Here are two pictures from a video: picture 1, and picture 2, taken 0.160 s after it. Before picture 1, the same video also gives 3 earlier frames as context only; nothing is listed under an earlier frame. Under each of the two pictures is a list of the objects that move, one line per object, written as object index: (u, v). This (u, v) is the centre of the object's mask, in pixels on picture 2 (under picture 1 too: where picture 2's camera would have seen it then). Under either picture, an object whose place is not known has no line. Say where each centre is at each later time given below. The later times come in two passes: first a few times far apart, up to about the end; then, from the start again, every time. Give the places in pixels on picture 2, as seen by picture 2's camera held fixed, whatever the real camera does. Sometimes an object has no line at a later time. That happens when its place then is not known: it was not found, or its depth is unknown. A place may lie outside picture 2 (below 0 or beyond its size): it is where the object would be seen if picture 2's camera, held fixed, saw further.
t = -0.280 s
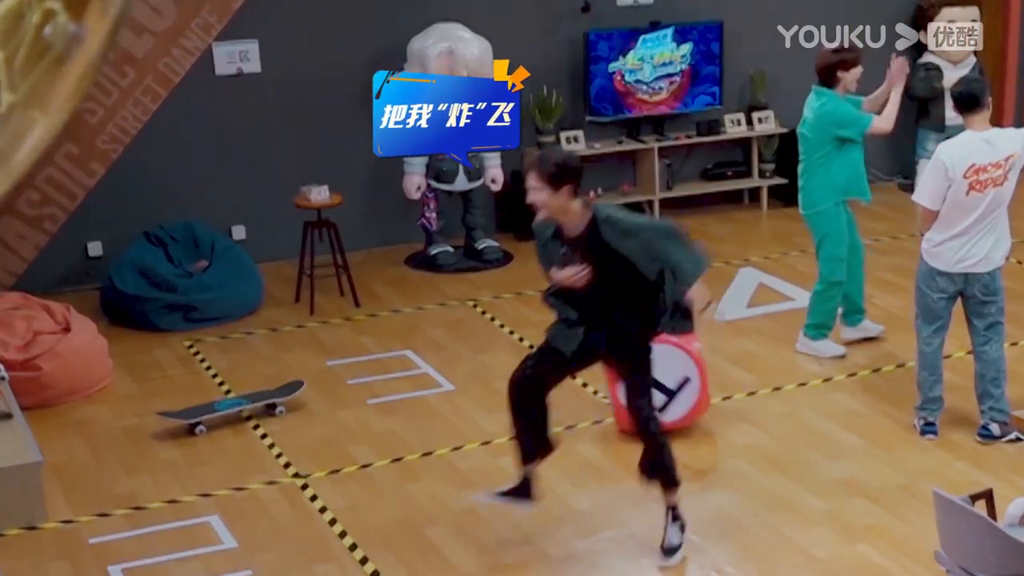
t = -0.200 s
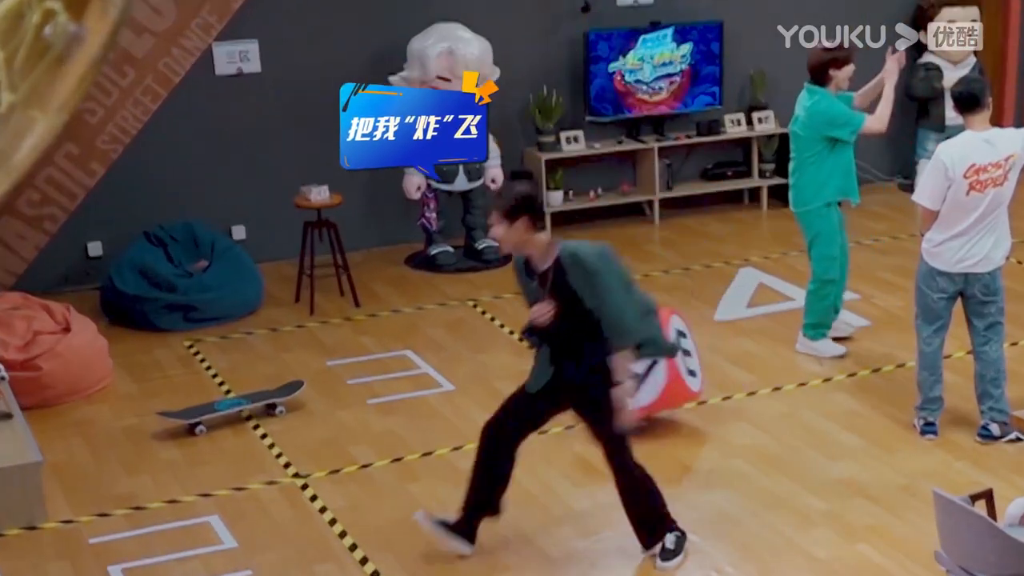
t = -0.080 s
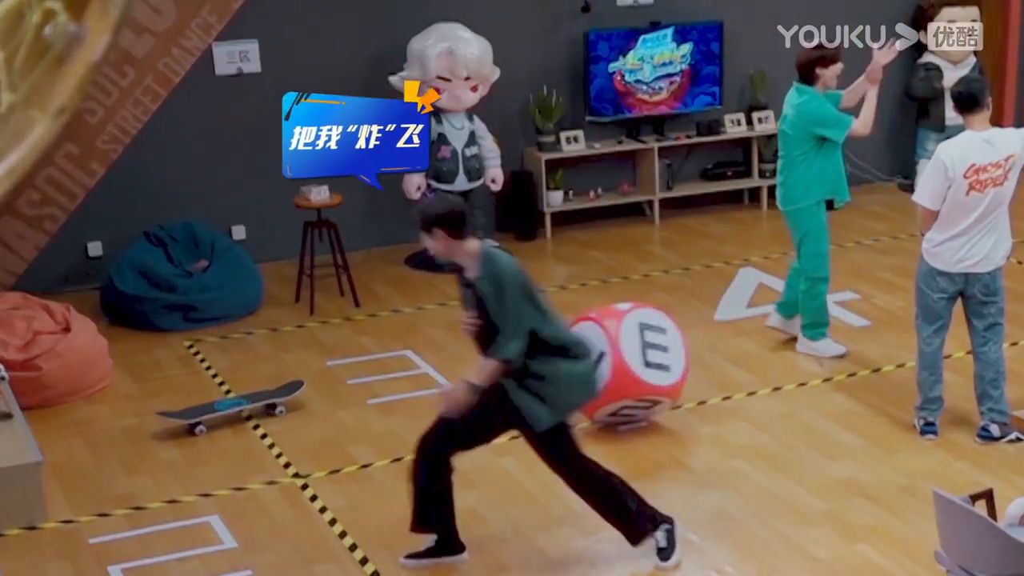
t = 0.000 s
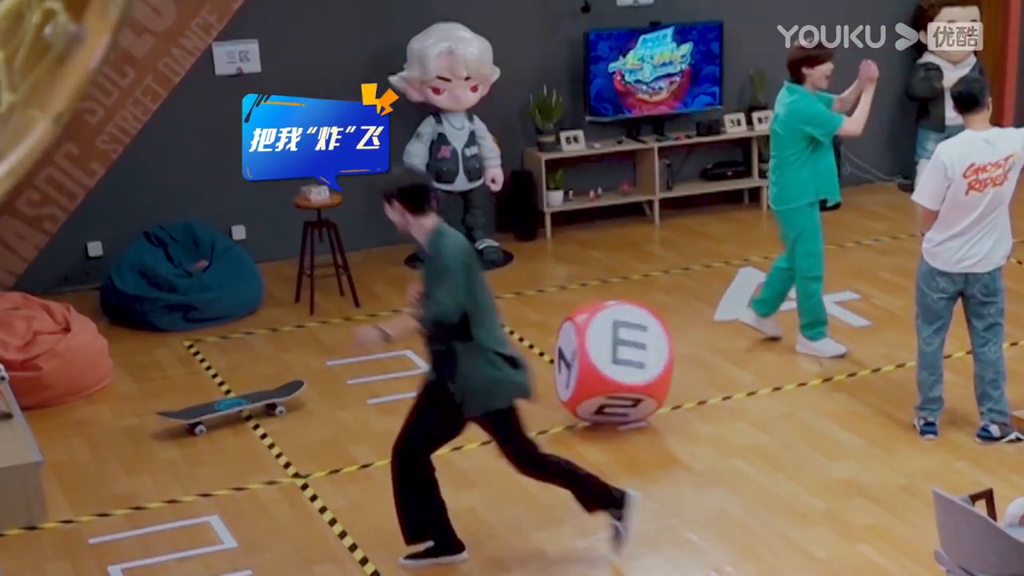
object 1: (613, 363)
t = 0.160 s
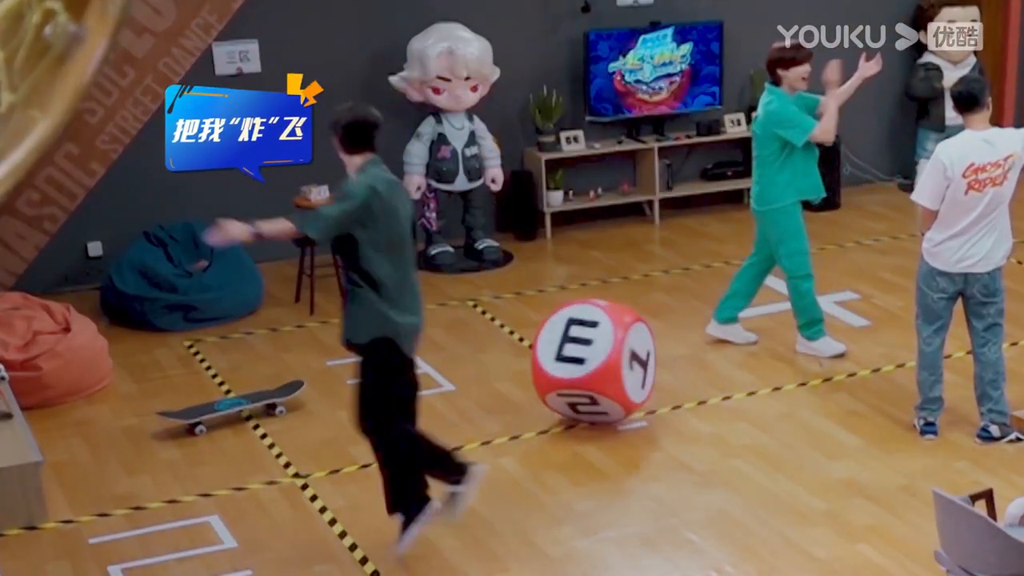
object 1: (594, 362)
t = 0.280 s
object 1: (581, 361)
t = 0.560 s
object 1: (547, 367)
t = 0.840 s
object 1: (518, 358)
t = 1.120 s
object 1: (496, 355)
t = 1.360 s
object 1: (475, 370)
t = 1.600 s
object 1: (452, 366)
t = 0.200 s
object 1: (589, 361)
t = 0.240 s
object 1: (585, 361)
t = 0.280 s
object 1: (581, 361)
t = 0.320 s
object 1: (577, 361)
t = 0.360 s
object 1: (573, 360)
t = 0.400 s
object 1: (569, 361)
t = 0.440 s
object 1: (561, 362)
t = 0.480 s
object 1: (557, 363)
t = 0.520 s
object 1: (553, 365)
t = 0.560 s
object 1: (547, 367)
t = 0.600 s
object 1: (542, 369)
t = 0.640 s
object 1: (537, 372)
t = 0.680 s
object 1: (533, 371)
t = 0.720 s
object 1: (529, 368)
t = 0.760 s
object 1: (525, 365)
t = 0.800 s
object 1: (522, 361)
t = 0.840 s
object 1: (518, 358)
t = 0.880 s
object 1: (515, 356)
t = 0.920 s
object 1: (510, 355)
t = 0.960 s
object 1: (507, 355)
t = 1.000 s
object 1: (505, 355)
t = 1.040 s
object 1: (502, 355)
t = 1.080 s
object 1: (499, 355)
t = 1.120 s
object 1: (496, 355)
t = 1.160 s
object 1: (493, 356)
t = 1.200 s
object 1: (489, 358)
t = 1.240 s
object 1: (485, 361)
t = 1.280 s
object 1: (482, 363)
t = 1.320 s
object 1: (479, 367)
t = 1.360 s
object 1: (475, 370)
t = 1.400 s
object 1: (471, 373)
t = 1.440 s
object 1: (467, 371)
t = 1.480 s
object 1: (462, 370)
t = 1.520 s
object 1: (457, 368)
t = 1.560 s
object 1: (454, 367)
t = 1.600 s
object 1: (452, 366)
